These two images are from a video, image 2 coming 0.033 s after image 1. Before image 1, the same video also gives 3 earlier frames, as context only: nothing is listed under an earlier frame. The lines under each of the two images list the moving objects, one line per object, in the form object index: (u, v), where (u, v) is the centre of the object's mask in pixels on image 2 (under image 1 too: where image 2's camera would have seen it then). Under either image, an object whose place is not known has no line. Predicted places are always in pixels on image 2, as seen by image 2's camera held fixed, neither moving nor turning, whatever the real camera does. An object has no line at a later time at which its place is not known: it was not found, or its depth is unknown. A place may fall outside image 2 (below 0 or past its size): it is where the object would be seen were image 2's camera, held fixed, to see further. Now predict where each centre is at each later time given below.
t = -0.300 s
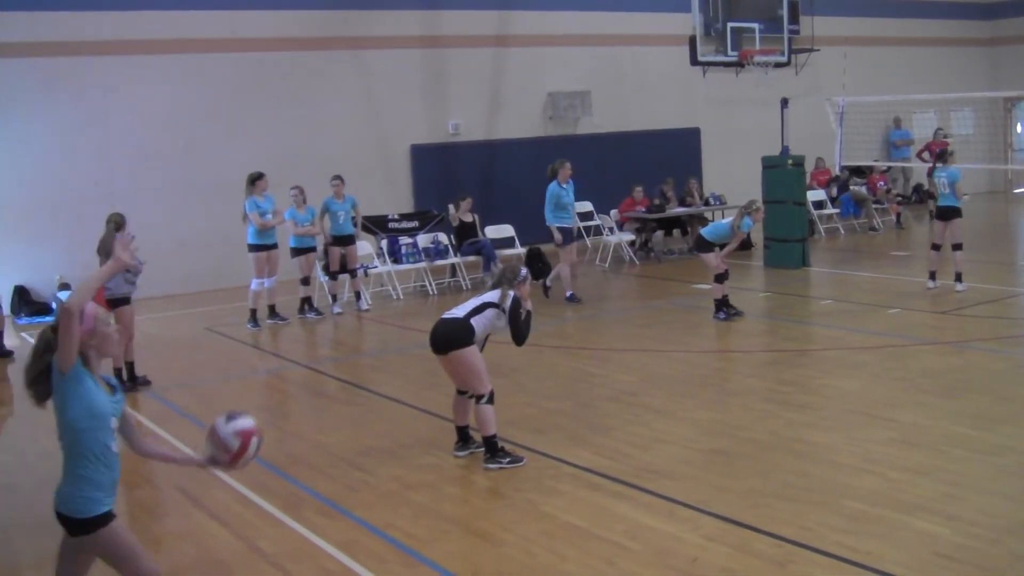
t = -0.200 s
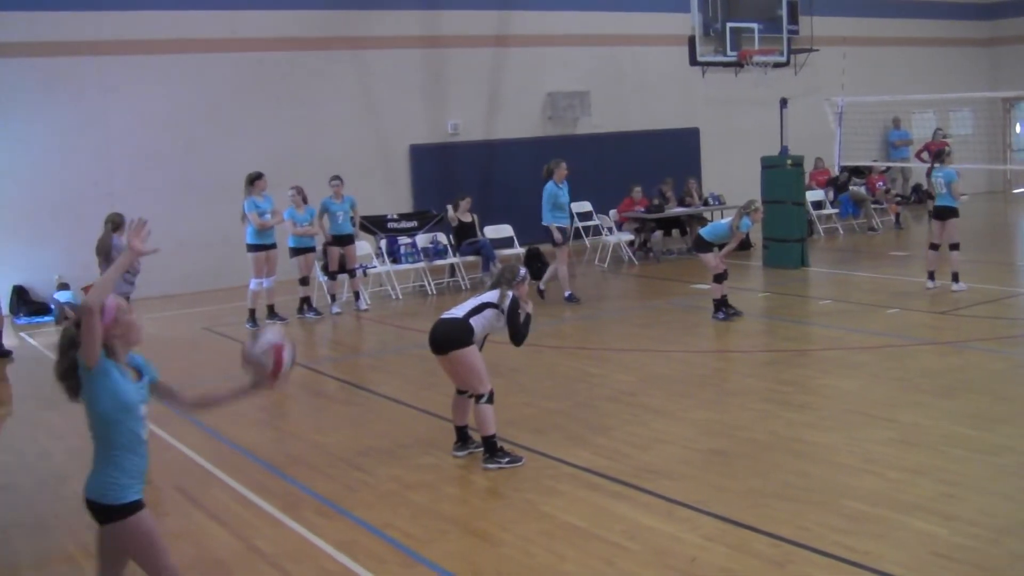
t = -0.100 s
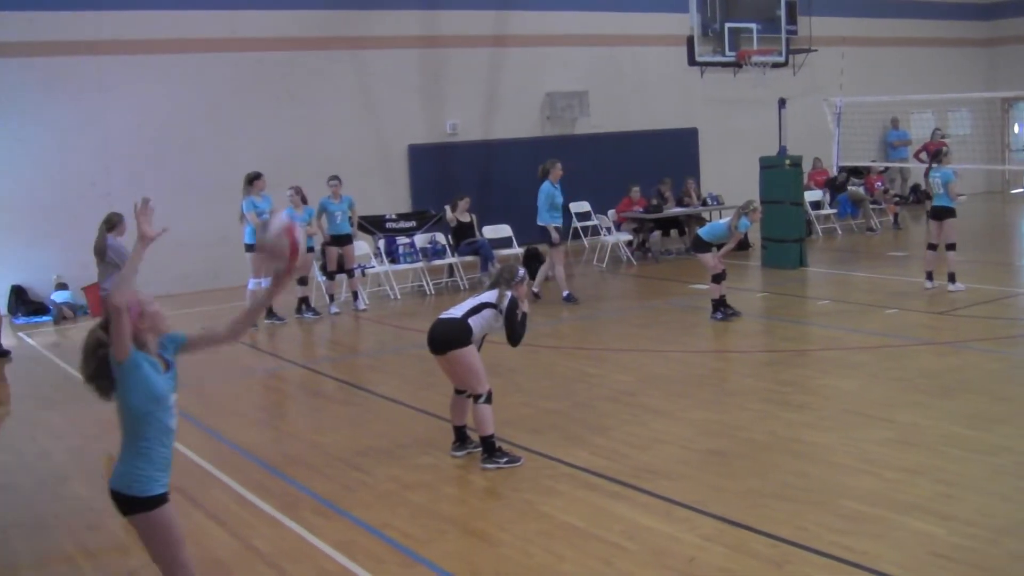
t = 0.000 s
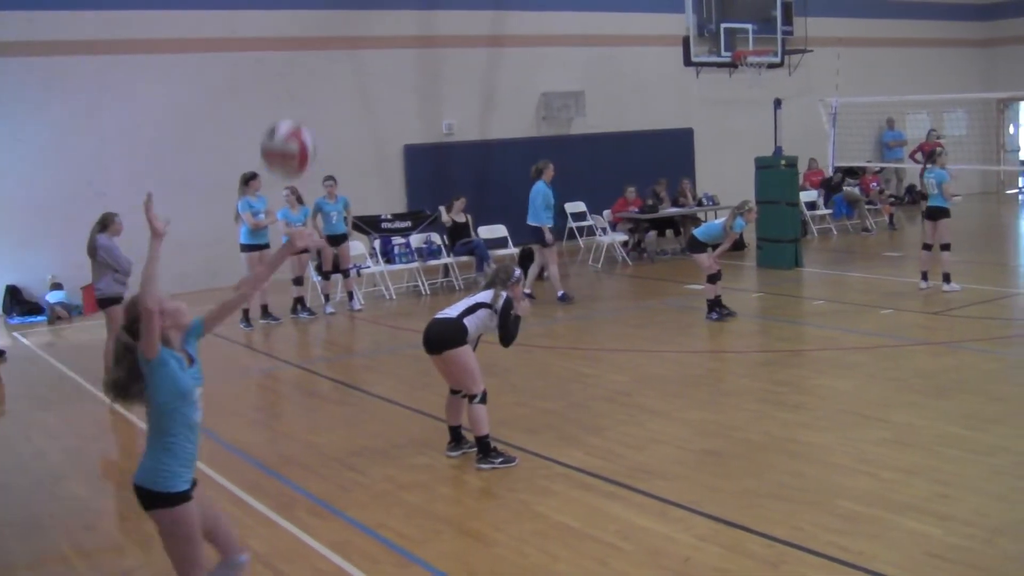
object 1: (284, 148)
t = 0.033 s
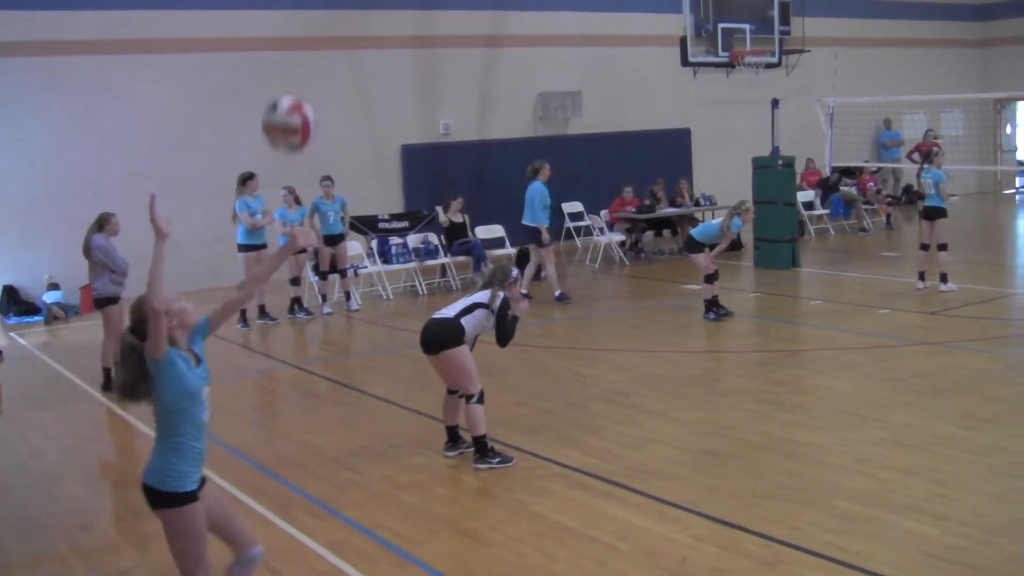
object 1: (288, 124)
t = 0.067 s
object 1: (293, 101)
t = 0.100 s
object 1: (298, 83)
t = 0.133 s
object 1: (303, 66)
